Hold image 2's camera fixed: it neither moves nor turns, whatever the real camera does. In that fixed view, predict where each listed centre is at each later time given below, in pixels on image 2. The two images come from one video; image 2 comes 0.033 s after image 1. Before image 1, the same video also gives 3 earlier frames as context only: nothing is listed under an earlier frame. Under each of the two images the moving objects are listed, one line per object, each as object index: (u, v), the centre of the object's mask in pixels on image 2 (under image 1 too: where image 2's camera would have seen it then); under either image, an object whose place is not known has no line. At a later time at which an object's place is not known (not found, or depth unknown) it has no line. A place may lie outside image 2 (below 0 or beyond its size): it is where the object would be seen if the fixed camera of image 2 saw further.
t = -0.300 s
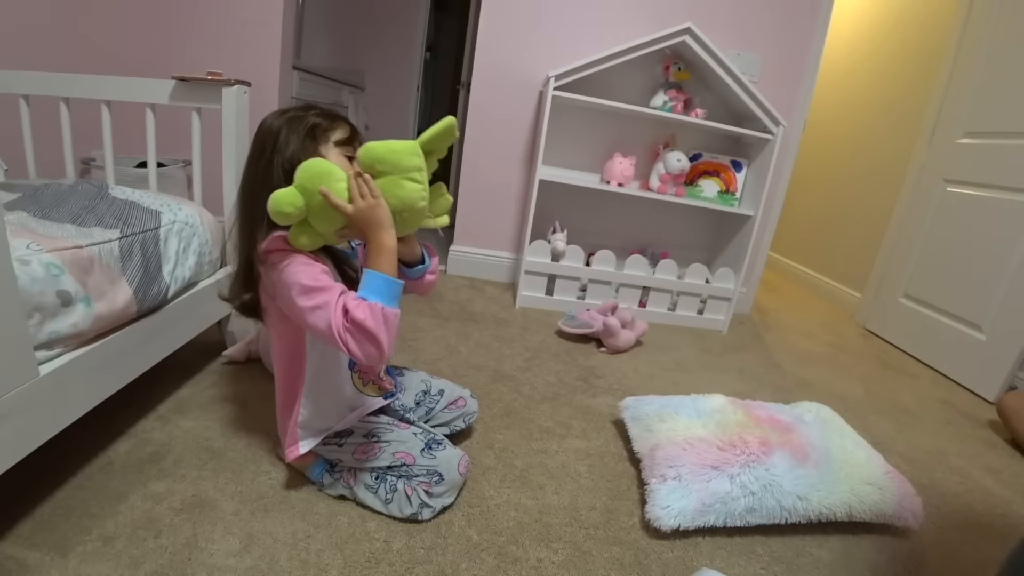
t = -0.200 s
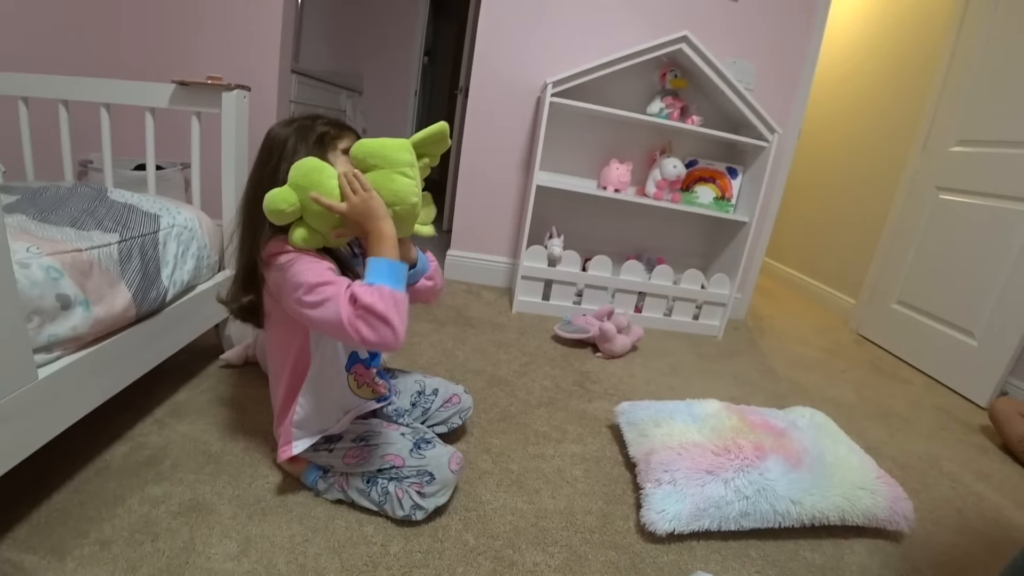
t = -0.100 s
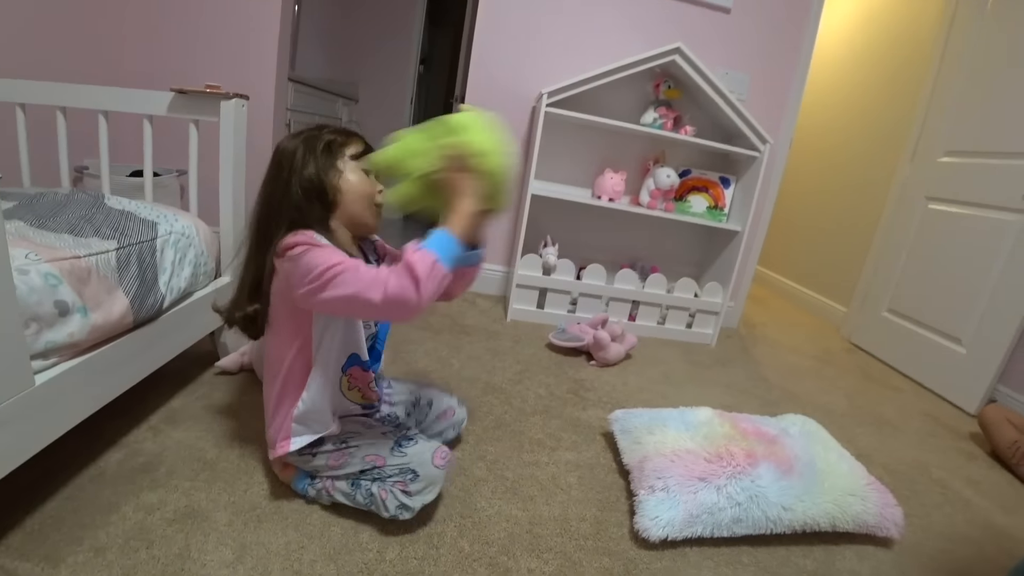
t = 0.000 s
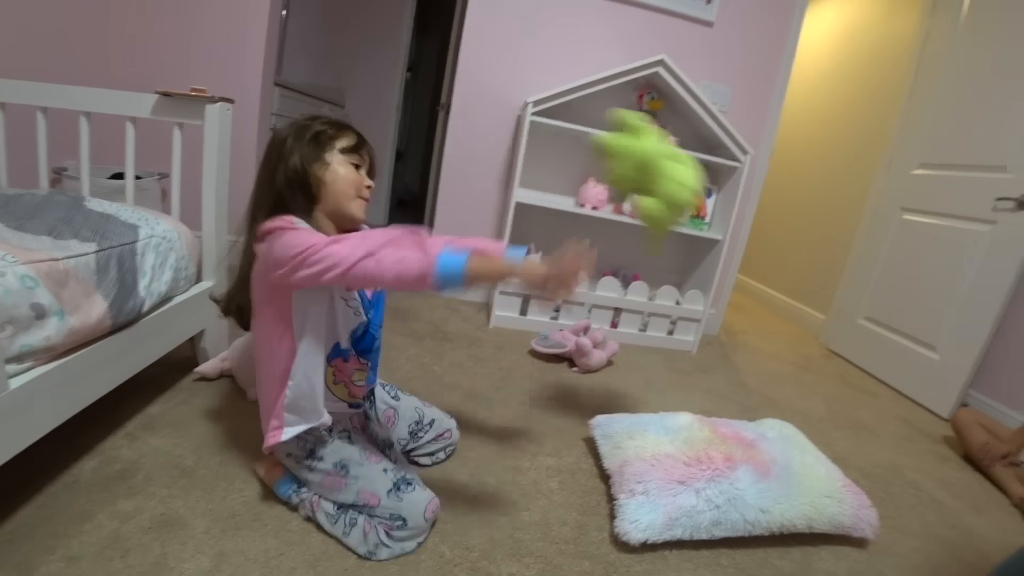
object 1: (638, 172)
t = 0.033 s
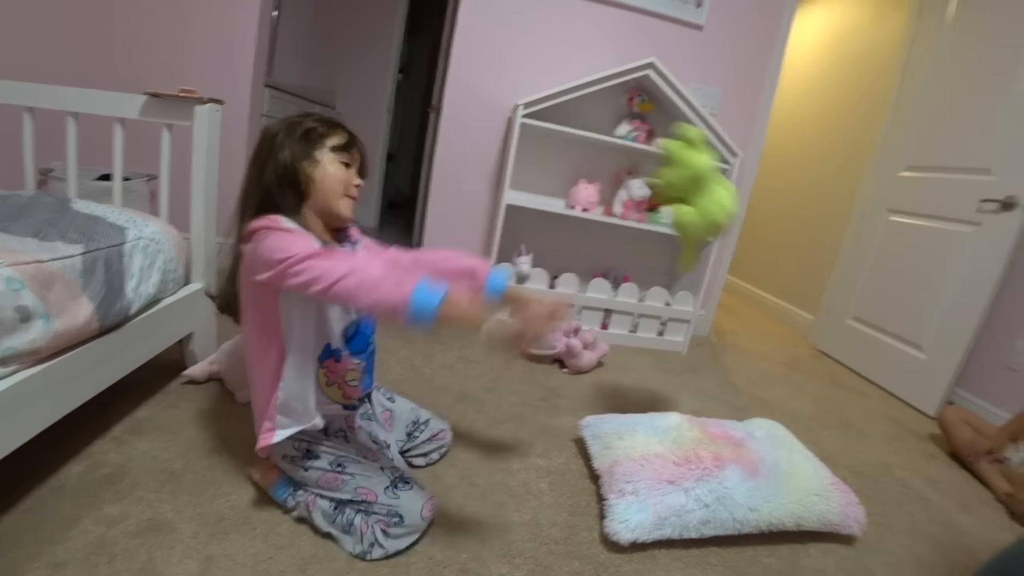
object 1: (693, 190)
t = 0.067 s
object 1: (740, 208)
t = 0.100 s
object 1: (779, 226)
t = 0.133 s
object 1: (808, 251)
